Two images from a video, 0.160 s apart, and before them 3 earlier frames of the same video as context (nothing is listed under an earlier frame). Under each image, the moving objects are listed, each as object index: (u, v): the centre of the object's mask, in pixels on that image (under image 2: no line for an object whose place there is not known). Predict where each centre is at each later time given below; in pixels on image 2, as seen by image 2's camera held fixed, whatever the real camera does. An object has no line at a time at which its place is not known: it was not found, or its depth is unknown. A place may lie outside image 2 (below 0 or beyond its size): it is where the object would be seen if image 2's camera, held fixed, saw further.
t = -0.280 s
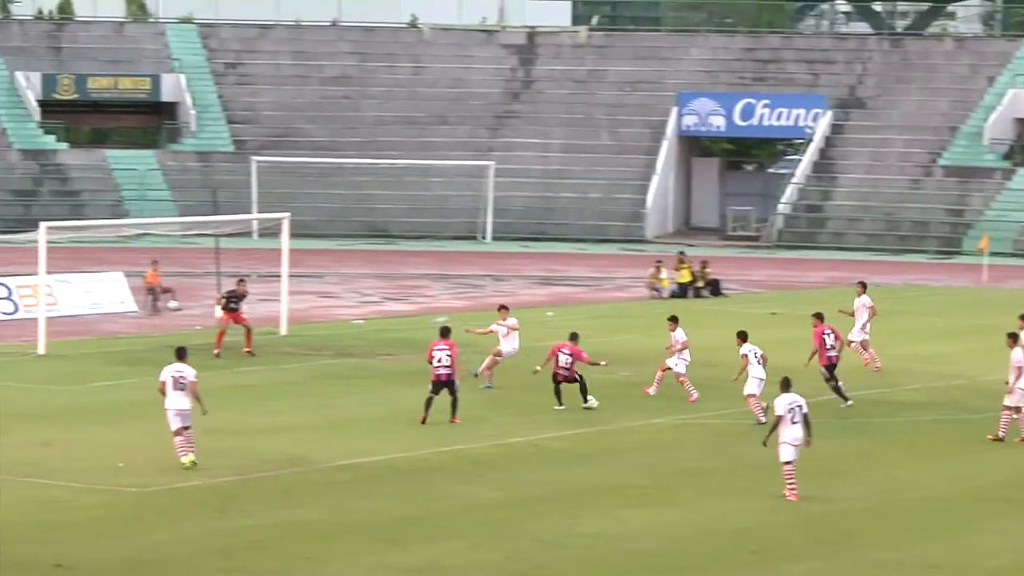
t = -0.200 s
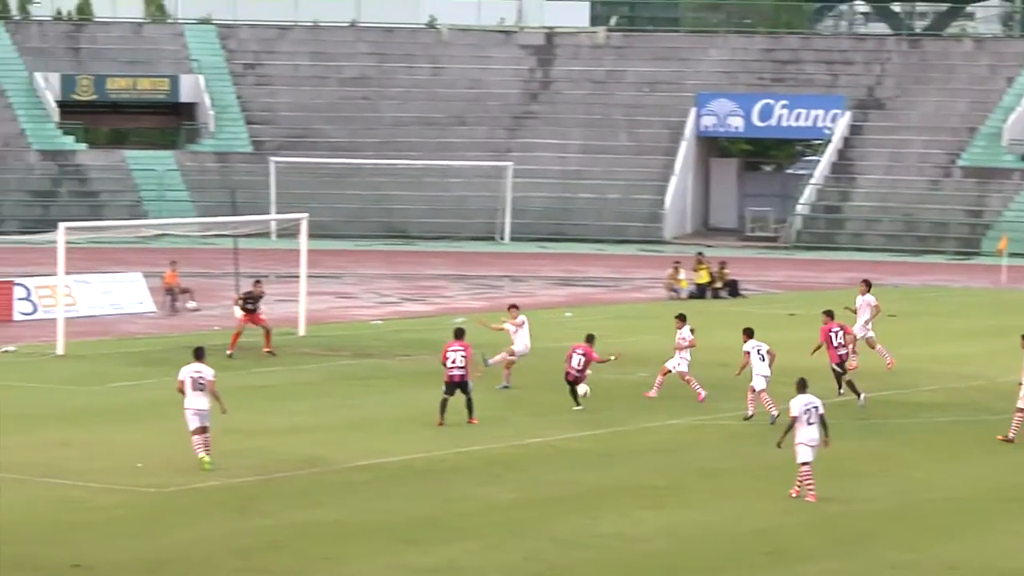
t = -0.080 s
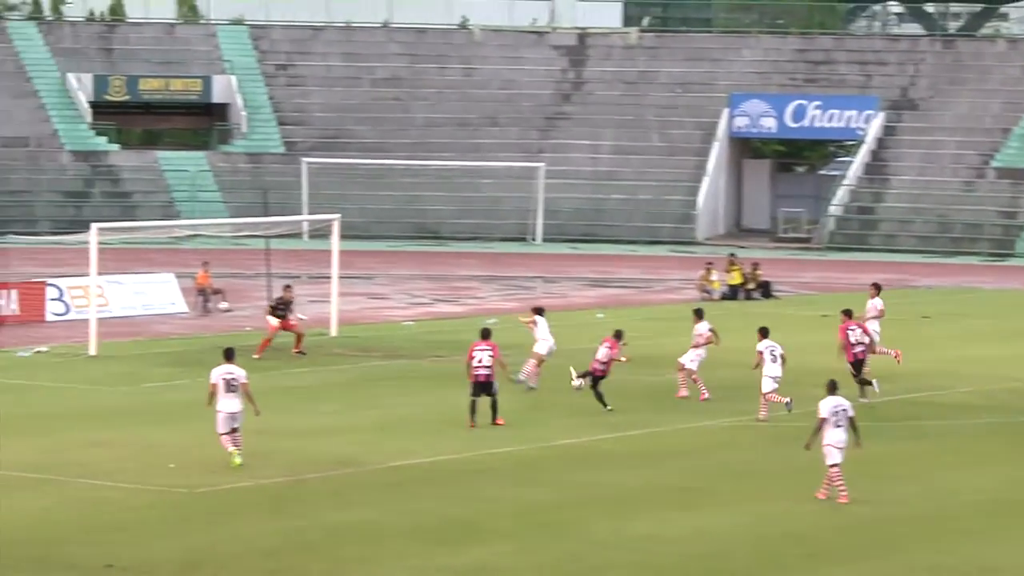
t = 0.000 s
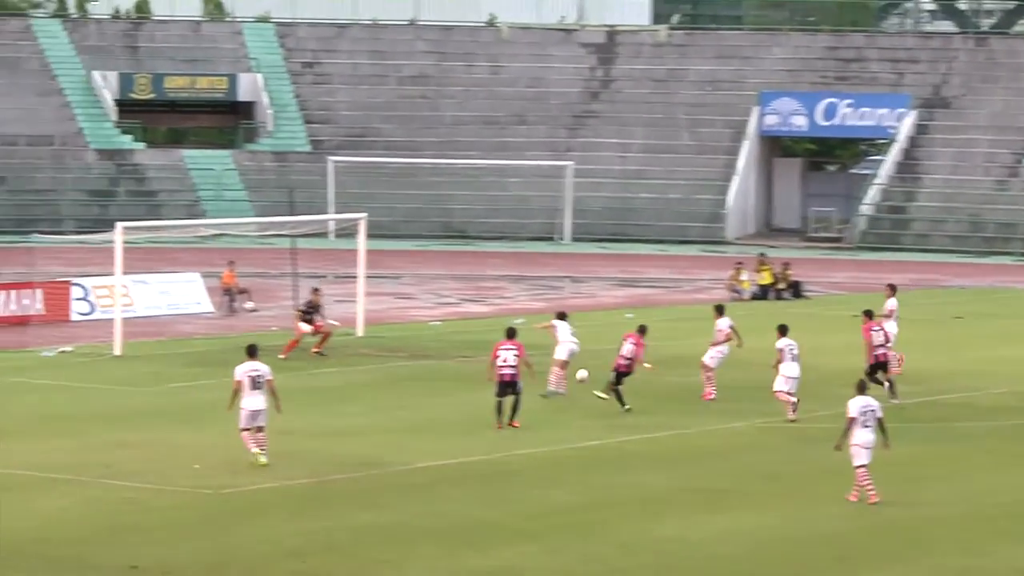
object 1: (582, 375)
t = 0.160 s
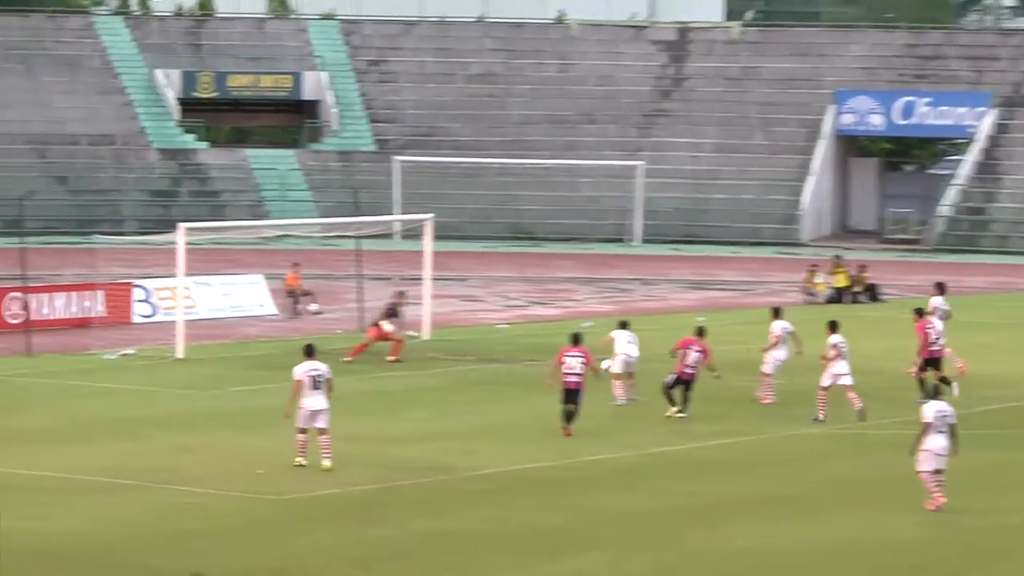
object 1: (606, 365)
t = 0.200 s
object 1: (596, 362)
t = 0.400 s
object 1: (545, 344)
